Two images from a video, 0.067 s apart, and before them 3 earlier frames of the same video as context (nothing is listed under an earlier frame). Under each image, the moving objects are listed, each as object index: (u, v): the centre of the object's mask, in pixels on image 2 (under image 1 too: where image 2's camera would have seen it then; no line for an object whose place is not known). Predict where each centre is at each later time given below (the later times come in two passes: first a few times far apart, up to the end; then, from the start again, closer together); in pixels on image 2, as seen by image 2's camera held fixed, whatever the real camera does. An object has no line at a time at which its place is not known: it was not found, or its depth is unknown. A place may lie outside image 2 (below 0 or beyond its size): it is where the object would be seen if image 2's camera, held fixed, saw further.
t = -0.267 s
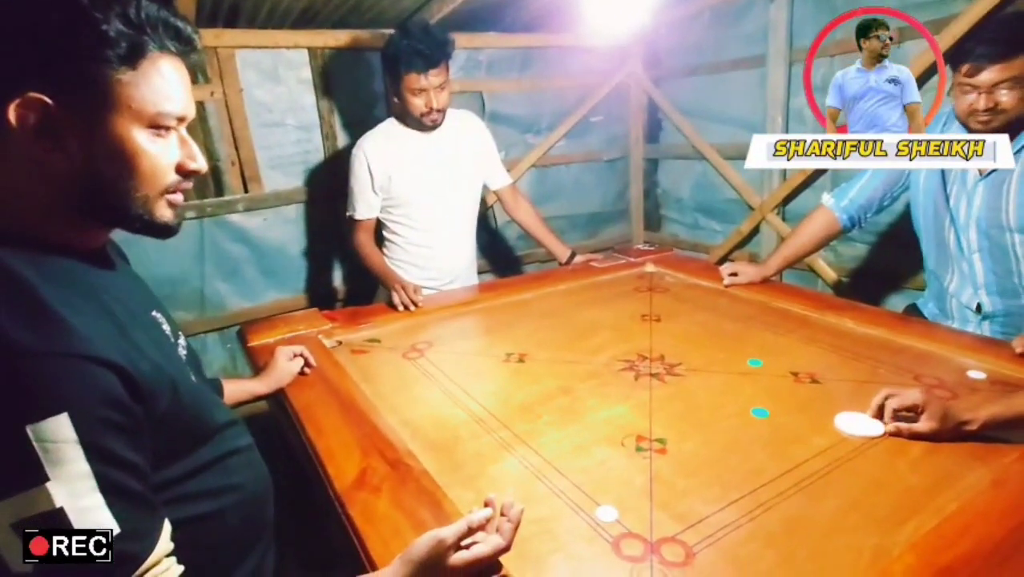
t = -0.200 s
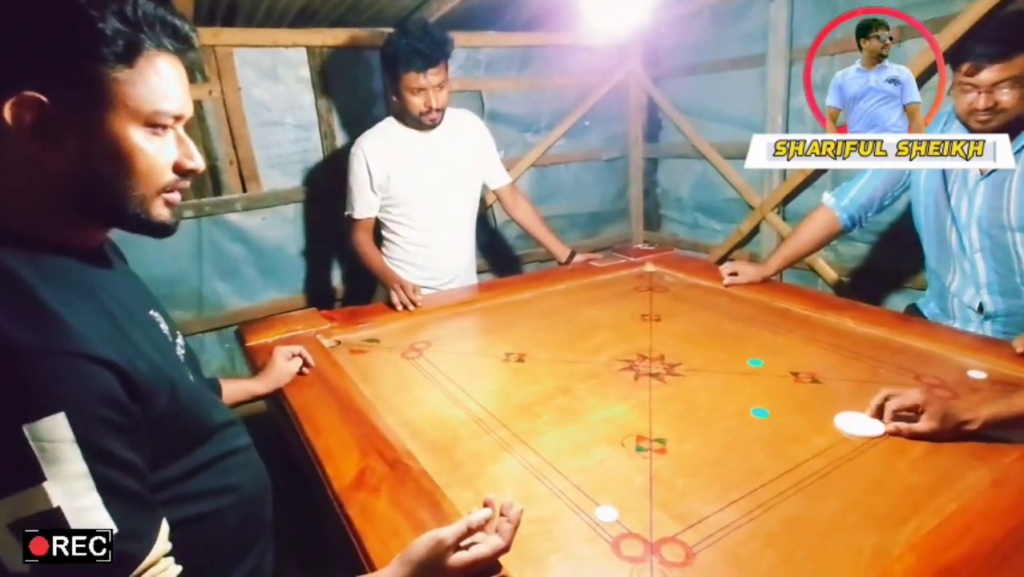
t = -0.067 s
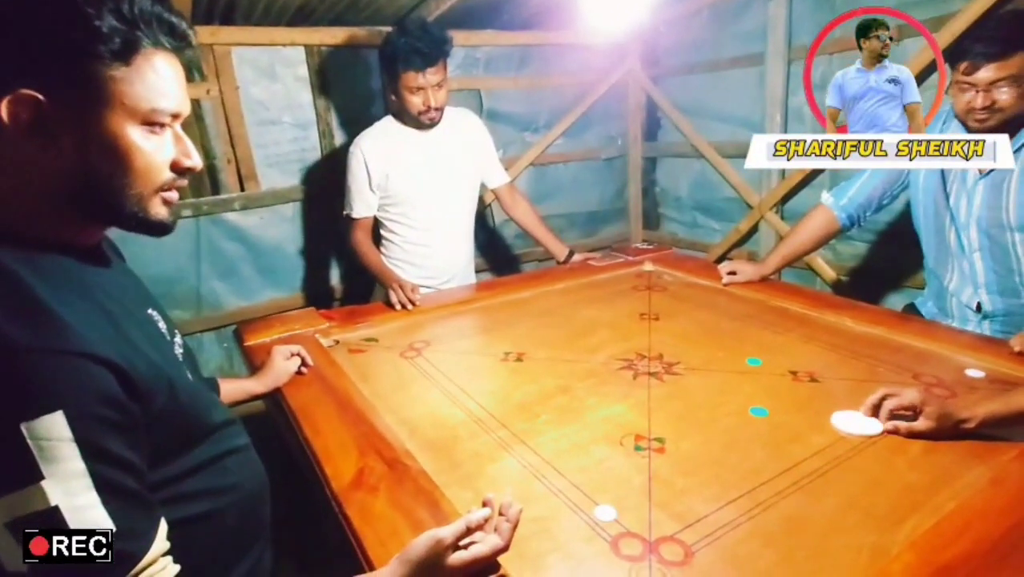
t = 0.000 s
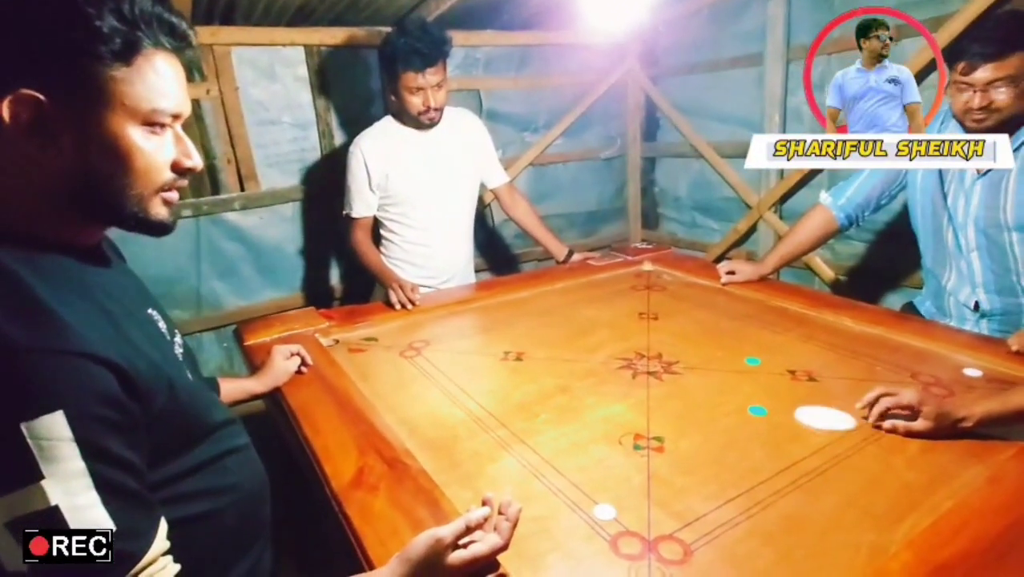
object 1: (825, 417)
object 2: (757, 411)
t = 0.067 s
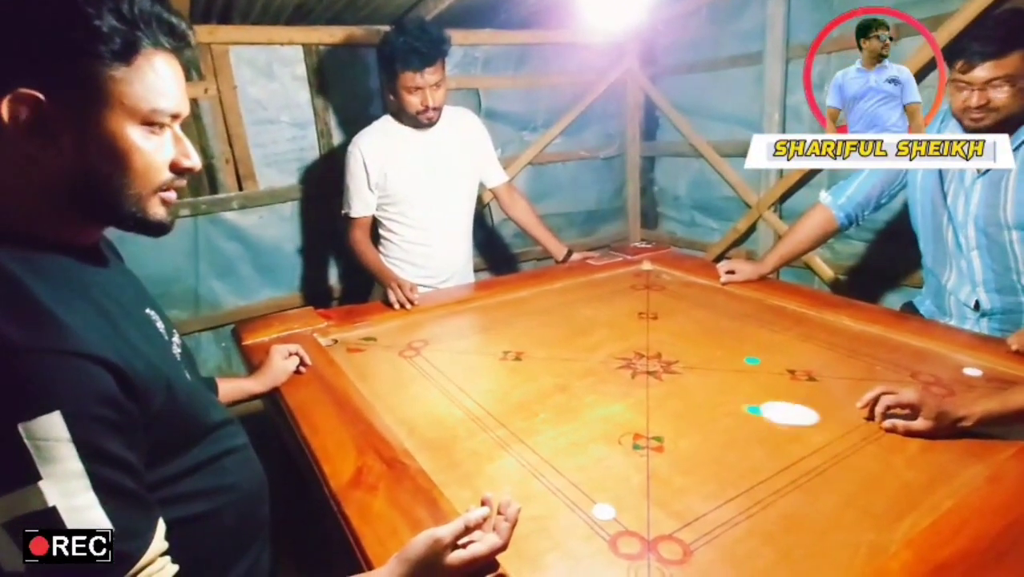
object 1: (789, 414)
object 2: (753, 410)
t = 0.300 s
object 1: (694, 402)
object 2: (585, 384)
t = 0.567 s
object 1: (607, 391)
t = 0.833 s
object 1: (539, 383)
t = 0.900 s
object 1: (524, 381)
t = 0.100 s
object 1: (774, 411)
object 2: (728, 406)
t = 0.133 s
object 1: (760, 410)
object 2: (704, 402)
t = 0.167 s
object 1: (746, 408)
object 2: (679, 399)
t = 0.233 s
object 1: (719, 405)
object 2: (630, 391)
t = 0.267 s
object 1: (707, 403)
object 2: (607, 387)
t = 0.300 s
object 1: (694, 402)
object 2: (585, 384)
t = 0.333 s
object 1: (682, 401)
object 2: (566, 381)
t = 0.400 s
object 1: (659, 398)
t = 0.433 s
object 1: (648, 396)
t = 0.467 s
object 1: (637, 395)
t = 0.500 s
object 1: (627, 394)
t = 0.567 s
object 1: (607, 391)
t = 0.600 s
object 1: (597, 390)
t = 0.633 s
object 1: (588, 388)
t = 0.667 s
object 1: (580, 387)
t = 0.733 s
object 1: (563, 385)
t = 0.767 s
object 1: (554, 384)
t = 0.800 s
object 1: (546, 383)
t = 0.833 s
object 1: (539, 383)
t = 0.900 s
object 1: (524, 381)
